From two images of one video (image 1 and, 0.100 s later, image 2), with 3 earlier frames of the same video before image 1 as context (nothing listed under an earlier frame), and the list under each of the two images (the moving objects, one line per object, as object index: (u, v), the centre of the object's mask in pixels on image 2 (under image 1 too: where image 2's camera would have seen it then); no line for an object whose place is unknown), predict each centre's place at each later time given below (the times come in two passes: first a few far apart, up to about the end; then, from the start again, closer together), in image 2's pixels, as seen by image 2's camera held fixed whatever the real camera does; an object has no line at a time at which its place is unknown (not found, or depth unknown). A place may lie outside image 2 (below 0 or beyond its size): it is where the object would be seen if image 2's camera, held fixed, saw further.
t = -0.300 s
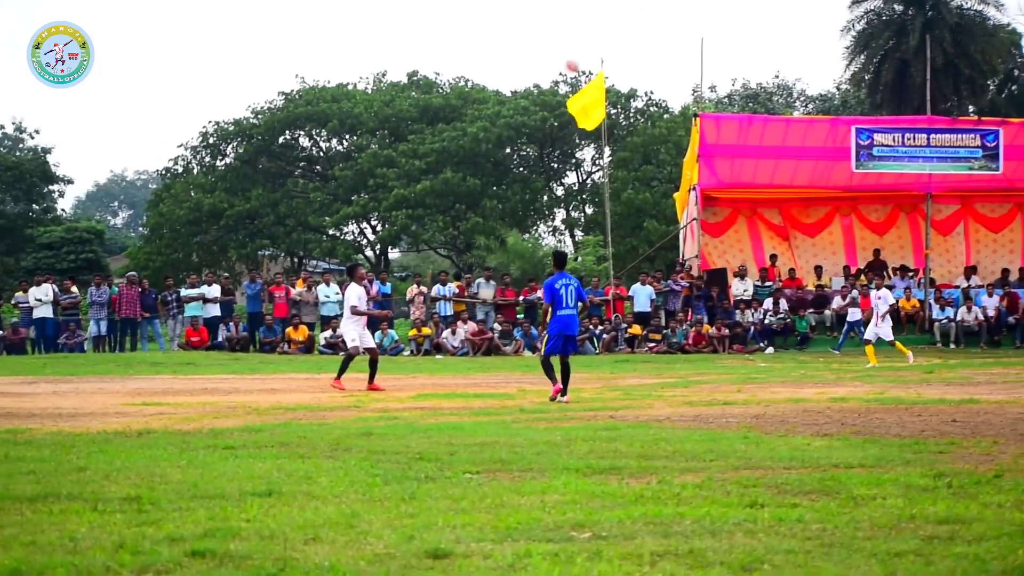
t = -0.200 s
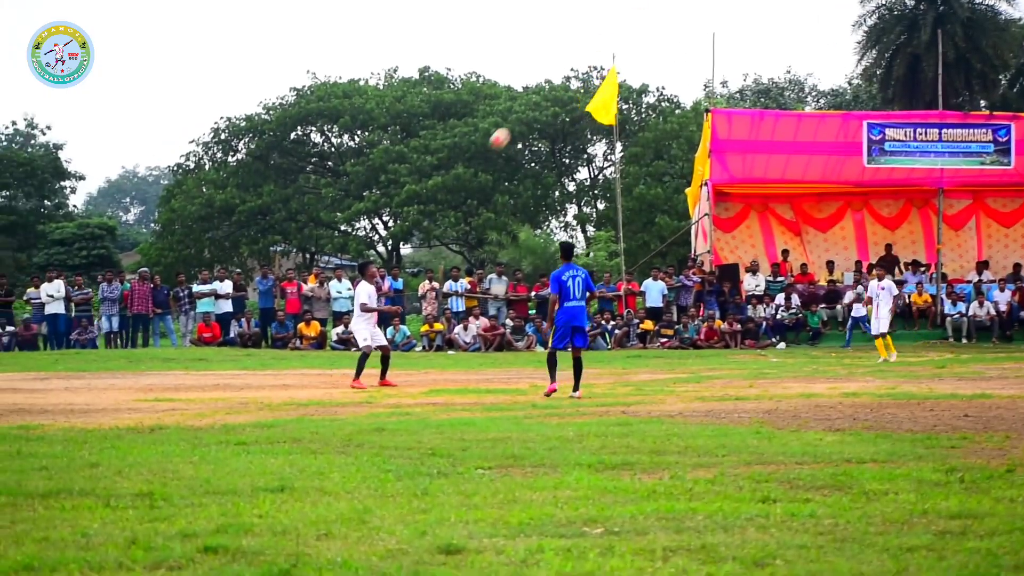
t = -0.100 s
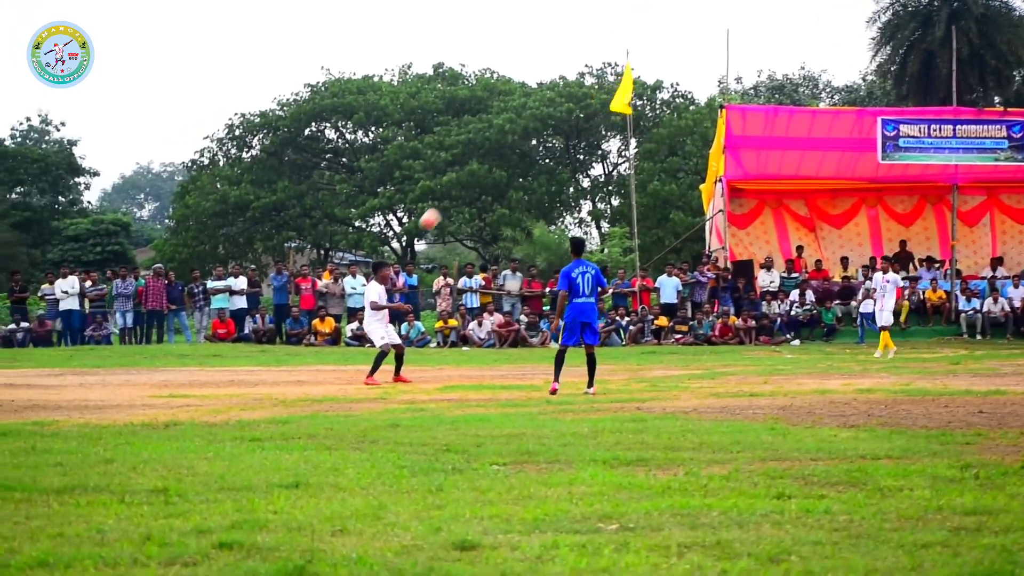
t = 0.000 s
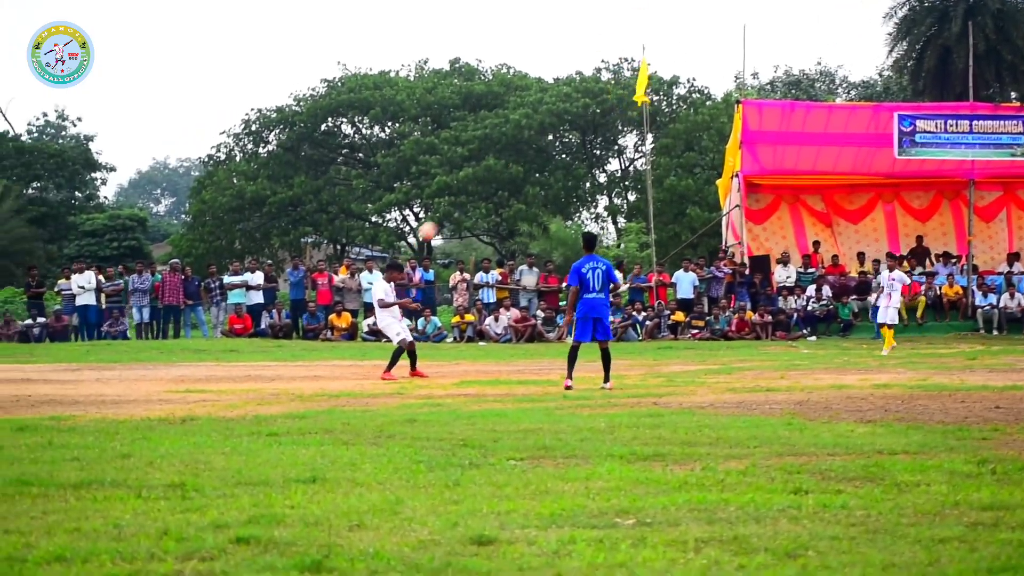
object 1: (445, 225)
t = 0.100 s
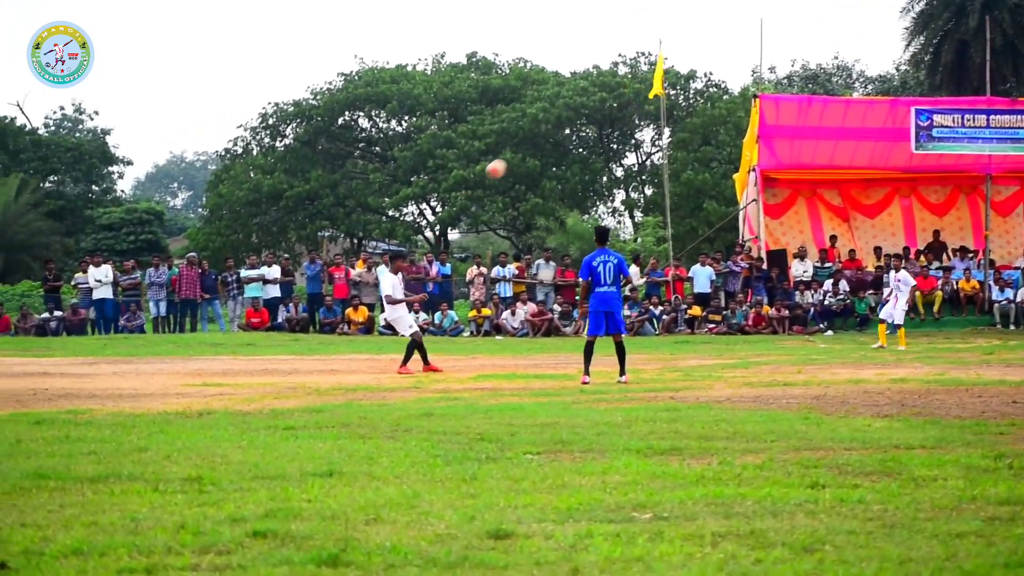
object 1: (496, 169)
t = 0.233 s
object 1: (567, 103)
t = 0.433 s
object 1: (675, 30)
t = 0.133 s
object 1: (514, 151)
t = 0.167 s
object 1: (531, 135)
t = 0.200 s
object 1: (549, 118)
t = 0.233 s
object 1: (567, 103)
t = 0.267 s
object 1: (585, 89)
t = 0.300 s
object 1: (602, 76)
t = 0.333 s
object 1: (621, 63)
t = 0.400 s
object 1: (657, 41)
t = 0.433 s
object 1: (675, 30)
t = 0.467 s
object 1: (694, 21)
